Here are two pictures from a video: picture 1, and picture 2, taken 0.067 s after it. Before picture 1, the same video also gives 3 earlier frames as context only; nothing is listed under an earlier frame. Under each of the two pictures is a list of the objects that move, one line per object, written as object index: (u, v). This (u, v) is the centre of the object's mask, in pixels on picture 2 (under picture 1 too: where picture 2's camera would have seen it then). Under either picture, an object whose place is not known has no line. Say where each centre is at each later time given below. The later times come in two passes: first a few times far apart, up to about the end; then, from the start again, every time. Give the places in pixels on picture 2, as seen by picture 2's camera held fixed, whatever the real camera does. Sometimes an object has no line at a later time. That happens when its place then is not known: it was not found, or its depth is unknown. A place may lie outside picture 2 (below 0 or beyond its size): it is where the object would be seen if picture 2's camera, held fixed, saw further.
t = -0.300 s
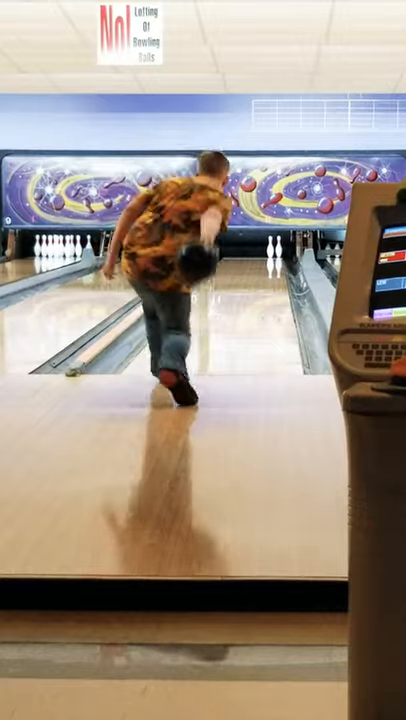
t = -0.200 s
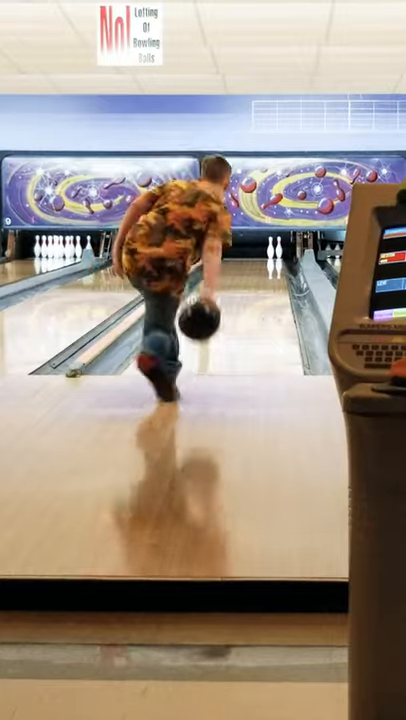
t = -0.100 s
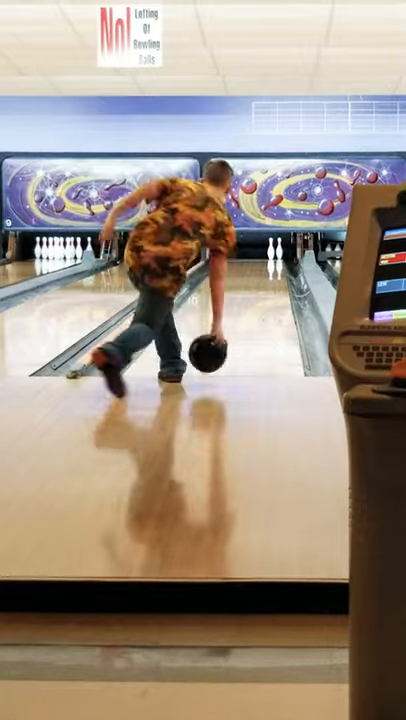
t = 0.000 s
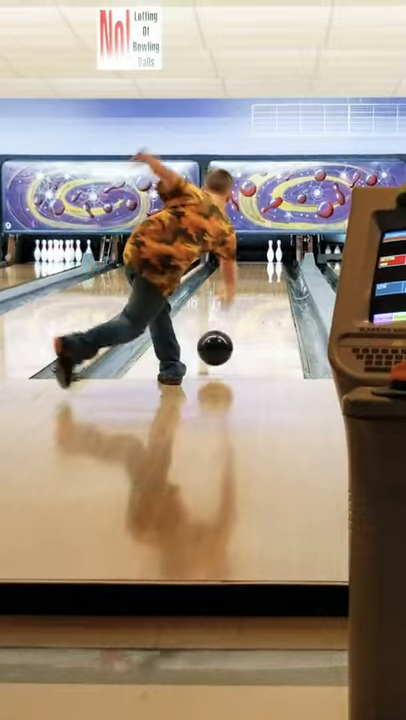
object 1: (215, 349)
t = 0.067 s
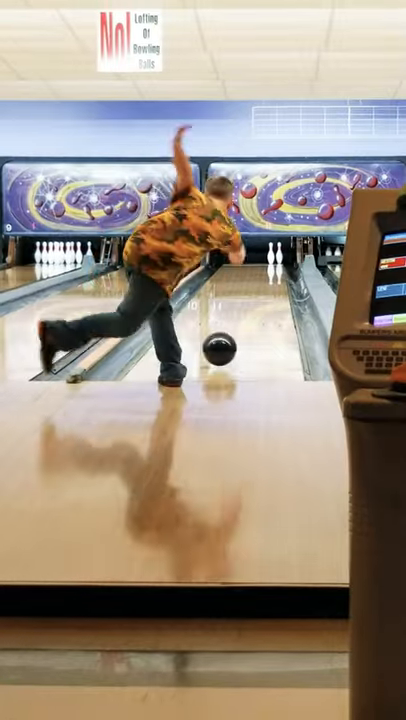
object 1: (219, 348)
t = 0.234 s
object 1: (228, 335)
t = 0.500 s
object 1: (238, 317)
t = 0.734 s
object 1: (245, 304)
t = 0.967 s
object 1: (250, 294)
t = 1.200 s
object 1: (254, 287)
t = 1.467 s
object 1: (257, 279)
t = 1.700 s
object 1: (259, 274)
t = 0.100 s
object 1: (221, 346)
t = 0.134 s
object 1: (223, 343)
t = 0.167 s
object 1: (225, 341)
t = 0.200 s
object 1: (226, 338)
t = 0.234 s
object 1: (228, 335)
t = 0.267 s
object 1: (229, 333)
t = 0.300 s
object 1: (231, 330)
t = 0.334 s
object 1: (232, 328)
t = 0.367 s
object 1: (233, 325)
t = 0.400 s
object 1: (235, 323)
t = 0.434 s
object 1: (236, 321)
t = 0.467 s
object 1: (237, 319)
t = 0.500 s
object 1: (238, 317)
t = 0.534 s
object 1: (239, 315)
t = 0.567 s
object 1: (242, 315)
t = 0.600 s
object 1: (241, 311)
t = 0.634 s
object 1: (242, 309)
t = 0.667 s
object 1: (243, 307)
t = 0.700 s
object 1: (244, 306)
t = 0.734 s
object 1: (245, 304)
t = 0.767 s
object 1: (246, 303)
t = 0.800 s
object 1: (246, 301)
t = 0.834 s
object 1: (247, 300)
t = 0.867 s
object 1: (248, 299)
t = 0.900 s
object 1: (249, 297)
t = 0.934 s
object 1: (249, 296)
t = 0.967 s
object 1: (250, 294)
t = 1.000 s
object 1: (250, 293)
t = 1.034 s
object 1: (251, 292)
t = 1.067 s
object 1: (251, 291)
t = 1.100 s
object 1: (252, 290)
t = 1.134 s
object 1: (253, 289)
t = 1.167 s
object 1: (253, 288)
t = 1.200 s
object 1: (254, 287)
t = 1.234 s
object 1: (254, 286)
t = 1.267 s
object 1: (254, 285)
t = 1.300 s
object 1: (255, 284)
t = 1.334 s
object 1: (255, 283)
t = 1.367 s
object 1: (256, 282)
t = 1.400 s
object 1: (256, 281)
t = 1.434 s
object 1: (256, 280)
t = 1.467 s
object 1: (257, 279)
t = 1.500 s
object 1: (257, 278)
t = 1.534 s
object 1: (258, 278)
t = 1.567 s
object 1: (258, 277)
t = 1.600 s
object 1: (258, 276)
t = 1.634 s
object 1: (259, 275)
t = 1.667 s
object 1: (259, 275)
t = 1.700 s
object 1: (259, 274)
